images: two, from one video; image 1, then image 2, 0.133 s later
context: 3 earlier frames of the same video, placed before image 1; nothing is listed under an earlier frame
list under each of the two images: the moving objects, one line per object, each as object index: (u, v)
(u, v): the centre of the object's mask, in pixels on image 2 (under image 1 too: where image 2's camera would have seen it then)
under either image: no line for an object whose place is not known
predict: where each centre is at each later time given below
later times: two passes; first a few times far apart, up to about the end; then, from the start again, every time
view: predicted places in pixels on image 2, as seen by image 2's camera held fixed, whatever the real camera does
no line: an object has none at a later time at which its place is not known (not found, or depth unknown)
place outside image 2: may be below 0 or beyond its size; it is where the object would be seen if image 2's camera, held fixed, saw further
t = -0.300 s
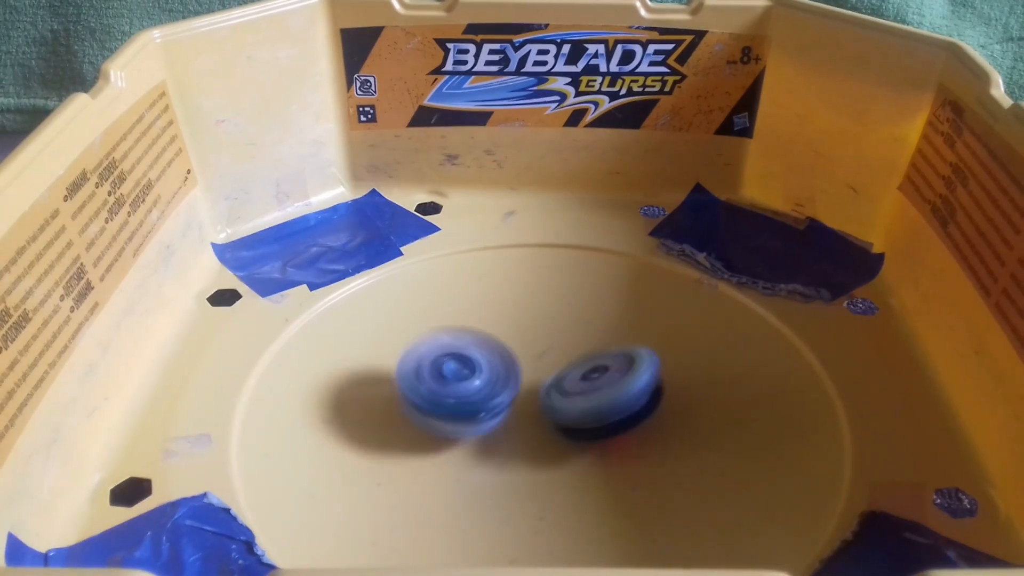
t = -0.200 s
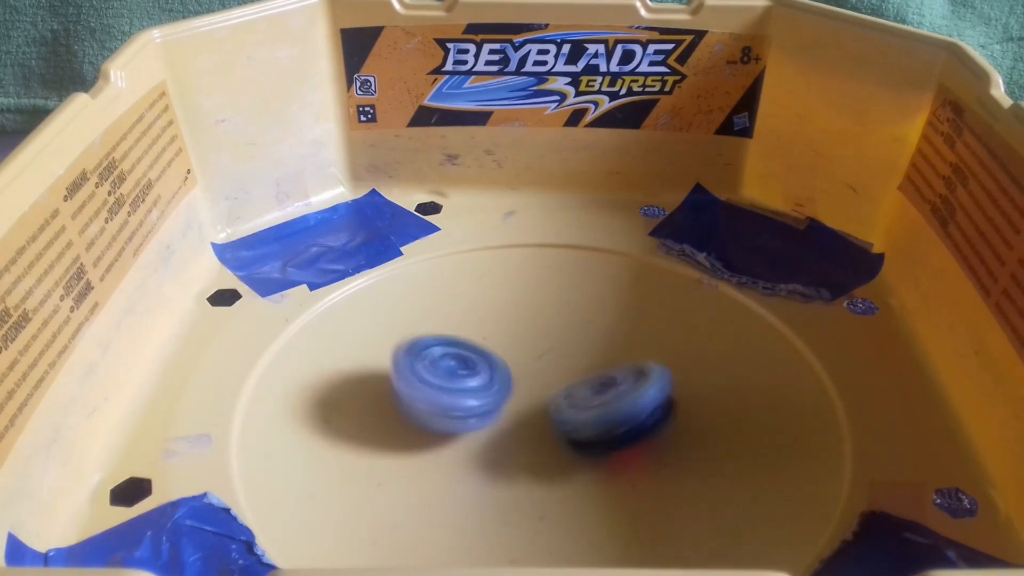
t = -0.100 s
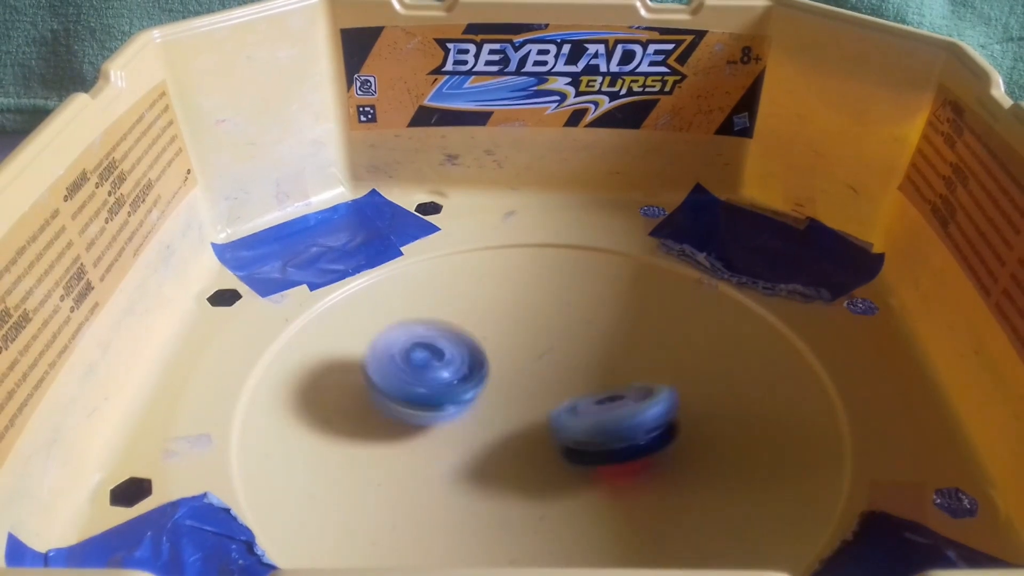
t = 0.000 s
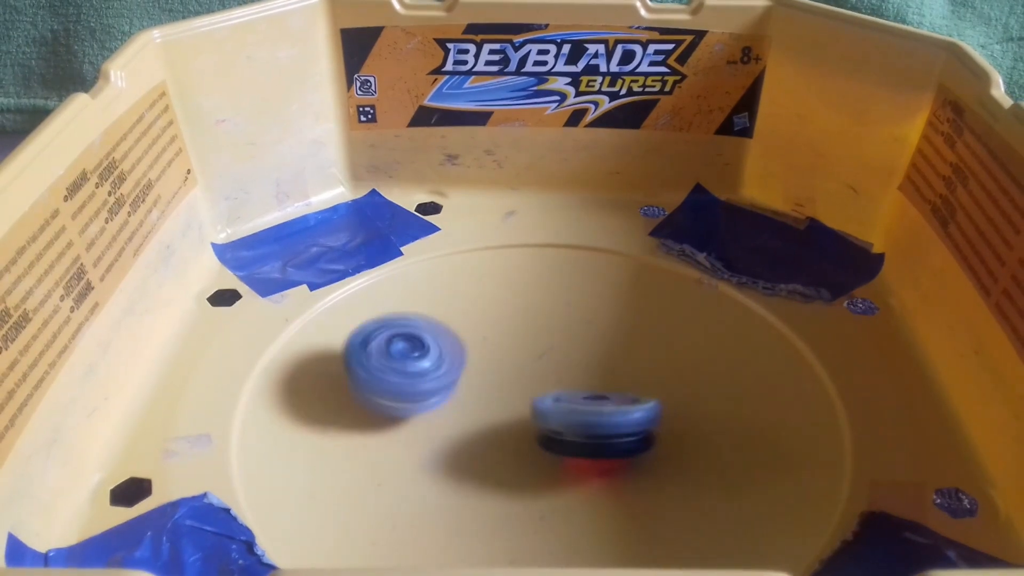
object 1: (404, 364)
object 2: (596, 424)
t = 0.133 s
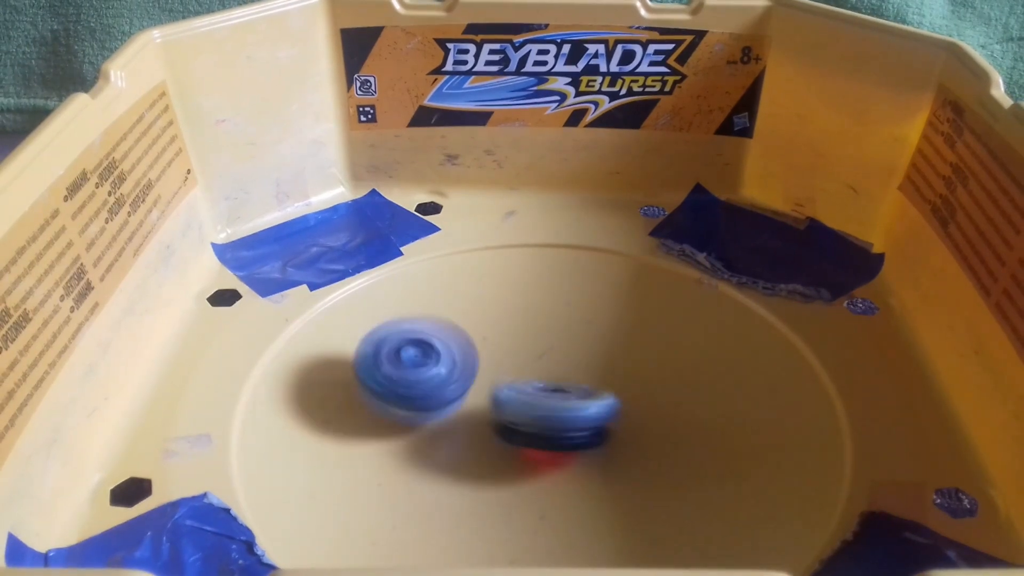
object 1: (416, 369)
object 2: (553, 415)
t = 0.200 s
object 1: (426, 365)
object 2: (536, 415)
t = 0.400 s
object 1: (428, 342)
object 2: (507, 449)
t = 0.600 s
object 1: (474, 348)
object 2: (497, 443)
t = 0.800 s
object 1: (526, 357)
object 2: (509, 455)
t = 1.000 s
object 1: (557, 375)
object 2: (502, 466)
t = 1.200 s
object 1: (591, 390)
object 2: (488, 464)
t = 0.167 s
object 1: (421, 370)
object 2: (541, 412)
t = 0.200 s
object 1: (426, 365)
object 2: (536, 415)
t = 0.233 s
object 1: (425, 364)
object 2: (530, 418)
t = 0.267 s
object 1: (423, 357)
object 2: (526, 425)
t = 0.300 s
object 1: (422, 351)
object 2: (522, 435)
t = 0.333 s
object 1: (426, 349)
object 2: (517, 442)
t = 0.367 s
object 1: (426, 347)
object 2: (511, 447)
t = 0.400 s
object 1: (428, 342)
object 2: (507, 449)
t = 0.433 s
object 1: (438, 339)
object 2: (501, 450)
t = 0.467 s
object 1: (449, 339)
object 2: (497, 449)
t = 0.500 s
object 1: (458, 340)
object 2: (496, 448)
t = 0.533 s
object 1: (463, 344)
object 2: (495, 446)
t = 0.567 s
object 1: (467, 346)
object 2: (496, 445)
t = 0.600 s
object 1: (474, 348)
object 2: (497, 443)
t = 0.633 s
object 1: (481, 347)
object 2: (498, 448)
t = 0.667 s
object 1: (492, 347)
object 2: (501, 450)
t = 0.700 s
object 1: (501, 352)
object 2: (504, 450)
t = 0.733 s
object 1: (512, 352)
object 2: (506, 453)
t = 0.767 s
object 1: (523, 354)
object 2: (507, 453)
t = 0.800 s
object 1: (526, 357)
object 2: (509, 455)
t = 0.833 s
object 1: (529, 358)
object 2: (512, 456)
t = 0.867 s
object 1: (534, 362)
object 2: (512, 459)
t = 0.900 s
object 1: (539, 364)
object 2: (510, 465)
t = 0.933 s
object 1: (548, 365)
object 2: (506, 466)
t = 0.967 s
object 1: (556, 372)
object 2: (505, 465)
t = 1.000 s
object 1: (557, 375)
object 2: (502, 466)
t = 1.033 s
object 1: (560, 376)
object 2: (500, 466)
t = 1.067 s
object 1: (568, 381)
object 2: (498, 463)
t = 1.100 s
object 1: (573, 385)
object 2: (496, 464)
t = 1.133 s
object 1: (577, 384)
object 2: (494, 465)
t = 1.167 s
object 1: (588, 387)
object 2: (489, 465)
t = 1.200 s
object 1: (591, 390)
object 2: (488, 464)
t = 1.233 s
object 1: (595, 394)
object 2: (488, 464)
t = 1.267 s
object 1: (593, 397)
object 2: (488, 464)
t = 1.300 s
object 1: (588, 400)
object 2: (488, 463)
